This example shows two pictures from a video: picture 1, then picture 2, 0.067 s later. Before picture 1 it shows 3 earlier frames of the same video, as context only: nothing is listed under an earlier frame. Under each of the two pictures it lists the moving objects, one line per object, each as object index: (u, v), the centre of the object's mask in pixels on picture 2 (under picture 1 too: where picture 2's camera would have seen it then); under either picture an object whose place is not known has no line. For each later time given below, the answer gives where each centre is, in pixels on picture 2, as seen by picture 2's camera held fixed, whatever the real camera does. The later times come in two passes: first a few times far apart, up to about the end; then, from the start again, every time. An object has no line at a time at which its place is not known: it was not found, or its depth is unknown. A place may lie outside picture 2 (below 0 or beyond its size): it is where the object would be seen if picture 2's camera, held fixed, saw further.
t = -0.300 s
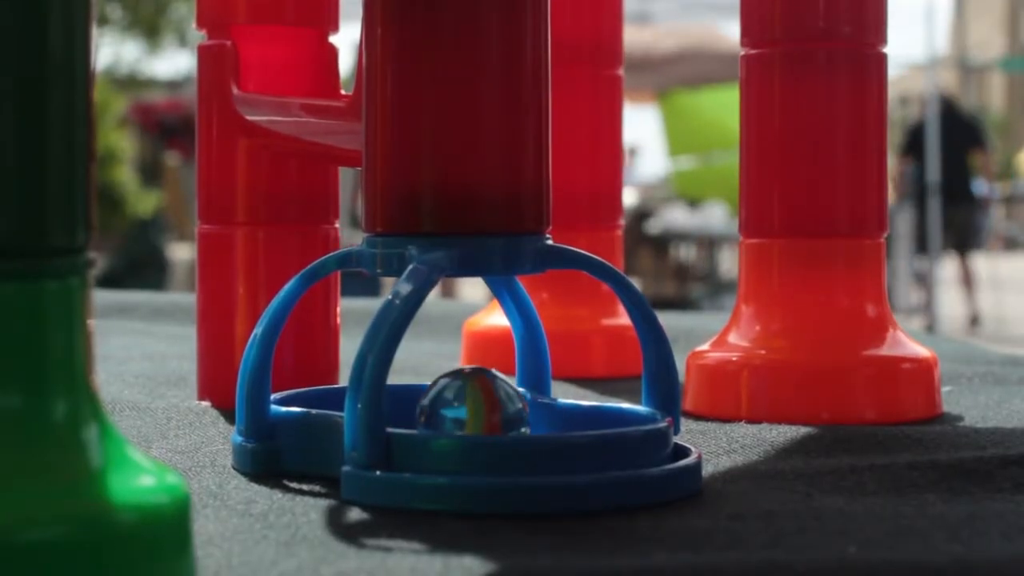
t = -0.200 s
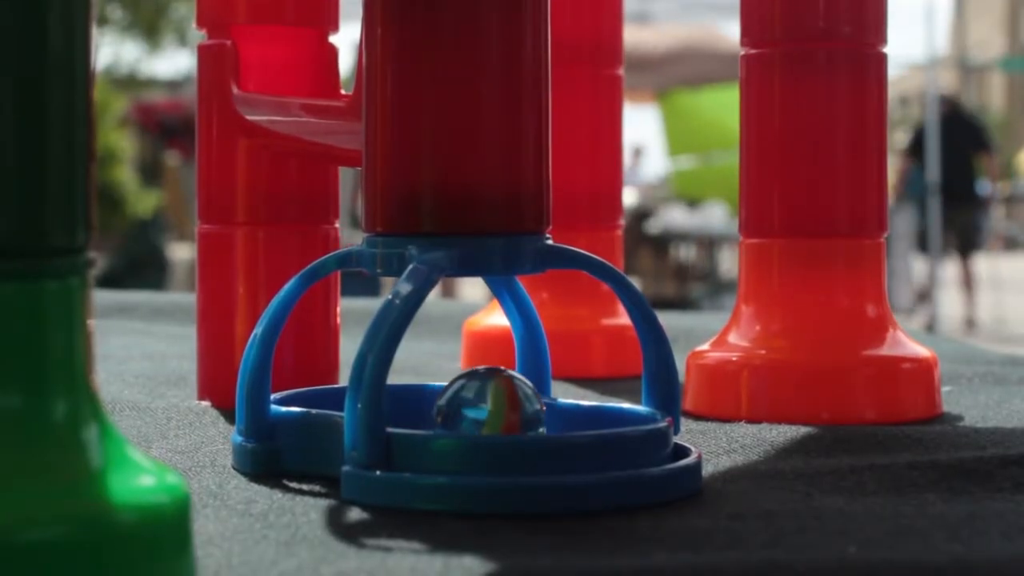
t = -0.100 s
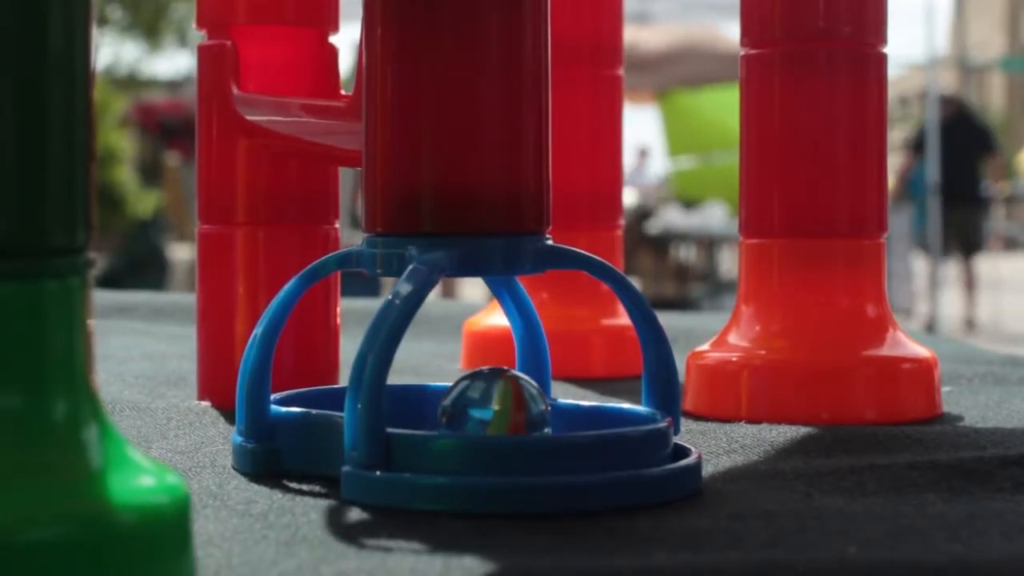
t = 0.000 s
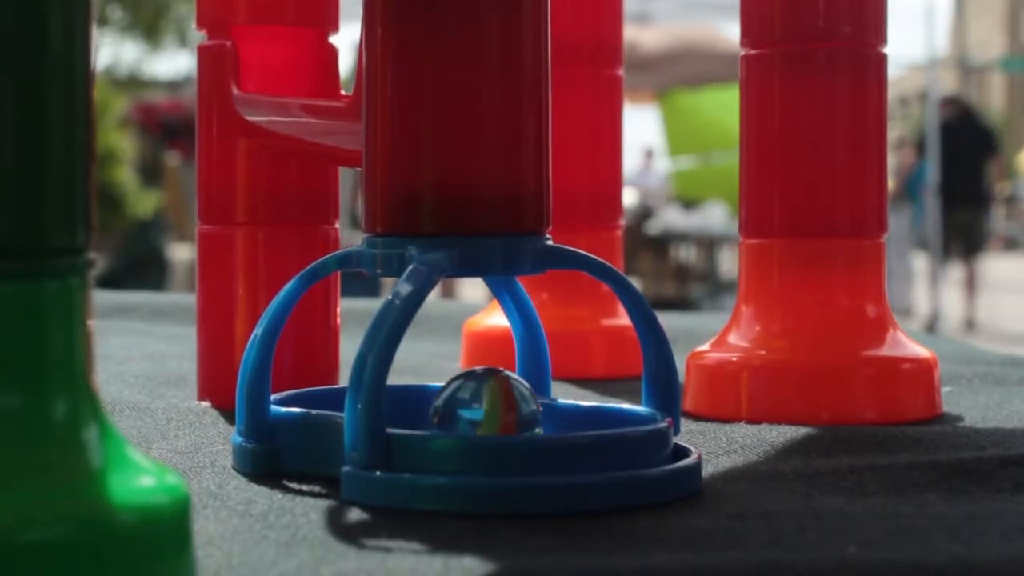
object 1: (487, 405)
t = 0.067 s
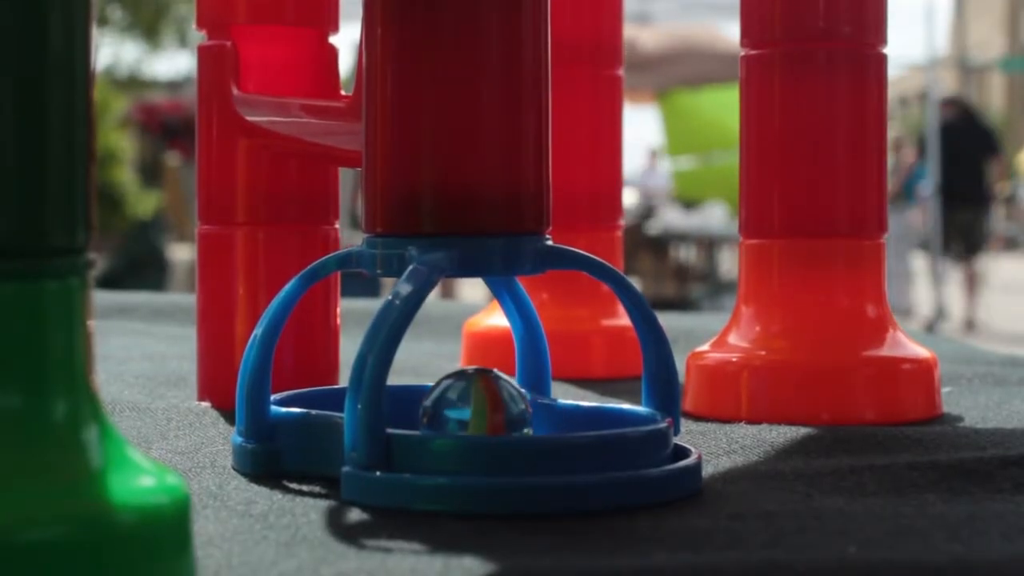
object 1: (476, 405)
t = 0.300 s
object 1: (438, 403)
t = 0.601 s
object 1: (536, 405)
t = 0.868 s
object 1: (483, 405)
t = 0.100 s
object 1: (470, 405)
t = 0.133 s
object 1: (465, 405)
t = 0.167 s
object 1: (459, 404)
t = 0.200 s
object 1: (452, 404)
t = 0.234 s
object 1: (446, 404)
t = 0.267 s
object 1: (441, 403)
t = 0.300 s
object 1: (438, 403)
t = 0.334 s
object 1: (446, 404)
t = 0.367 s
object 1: (469, 405)
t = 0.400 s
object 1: (492, 405)
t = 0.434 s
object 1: (517, 405)
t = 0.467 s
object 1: (537, 405)
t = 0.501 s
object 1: (542, 405)
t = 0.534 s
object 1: (541, 405)
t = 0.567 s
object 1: (539, 405)
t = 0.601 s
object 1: (536, 405)
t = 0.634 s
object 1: (532, 405)
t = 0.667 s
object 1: (528, 405)
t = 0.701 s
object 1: (523, 405)
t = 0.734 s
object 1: (517, 405)
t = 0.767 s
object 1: (510, 405)
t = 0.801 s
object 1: (502, 405)
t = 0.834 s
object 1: (492, 405)
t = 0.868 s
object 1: (483, 405)
